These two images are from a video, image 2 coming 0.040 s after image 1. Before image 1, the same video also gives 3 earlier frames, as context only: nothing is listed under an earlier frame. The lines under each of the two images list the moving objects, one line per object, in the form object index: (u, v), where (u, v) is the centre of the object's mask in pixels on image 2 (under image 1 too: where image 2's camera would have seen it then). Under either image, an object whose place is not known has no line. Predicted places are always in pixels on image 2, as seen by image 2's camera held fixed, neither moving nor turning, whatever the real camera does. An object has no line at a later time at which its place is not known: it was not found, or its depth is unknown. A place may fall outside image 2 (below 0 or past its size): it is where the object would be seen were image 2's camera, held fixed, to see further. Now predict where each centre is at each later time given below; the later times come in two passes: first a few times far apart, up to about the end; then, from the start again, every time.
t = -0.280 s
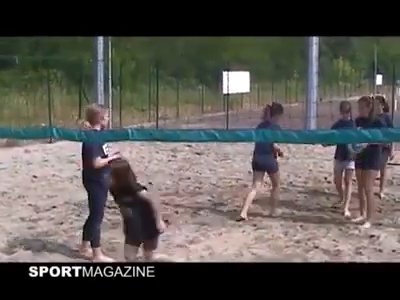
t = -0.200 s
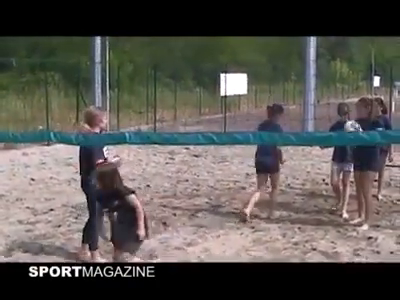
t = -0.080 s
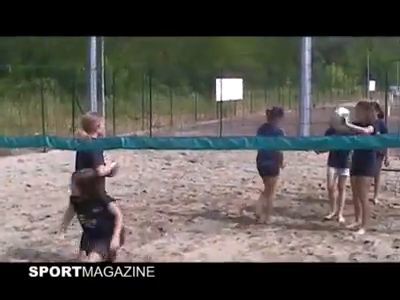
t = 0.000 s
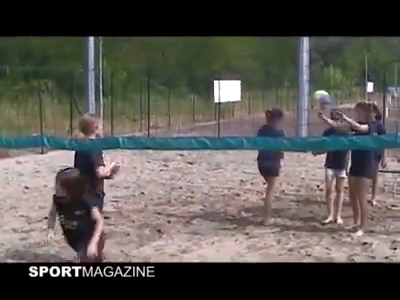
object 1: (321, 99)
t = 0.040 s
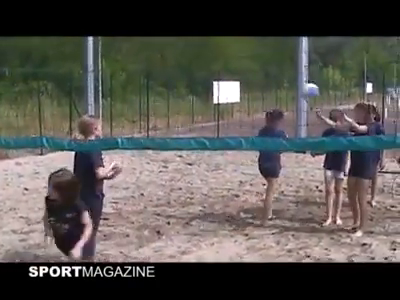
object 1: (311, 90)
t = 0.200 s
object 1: (267, 73)
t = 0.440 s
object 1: (197, 87)
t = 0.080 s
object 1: (299, 83)
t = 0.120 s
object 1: (289, 78)
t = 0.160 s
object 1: (278, 76)
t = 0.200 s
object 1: (267, 73)
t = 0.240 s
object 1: (256, 72)
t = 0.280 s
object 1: (245, 72)
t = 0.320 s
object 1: (233, 74)
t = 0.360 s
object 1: (220, 77)
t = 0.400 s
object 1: (208, 82)
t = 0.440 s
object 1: (197, 87)
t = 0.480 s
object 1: (185, 95)
